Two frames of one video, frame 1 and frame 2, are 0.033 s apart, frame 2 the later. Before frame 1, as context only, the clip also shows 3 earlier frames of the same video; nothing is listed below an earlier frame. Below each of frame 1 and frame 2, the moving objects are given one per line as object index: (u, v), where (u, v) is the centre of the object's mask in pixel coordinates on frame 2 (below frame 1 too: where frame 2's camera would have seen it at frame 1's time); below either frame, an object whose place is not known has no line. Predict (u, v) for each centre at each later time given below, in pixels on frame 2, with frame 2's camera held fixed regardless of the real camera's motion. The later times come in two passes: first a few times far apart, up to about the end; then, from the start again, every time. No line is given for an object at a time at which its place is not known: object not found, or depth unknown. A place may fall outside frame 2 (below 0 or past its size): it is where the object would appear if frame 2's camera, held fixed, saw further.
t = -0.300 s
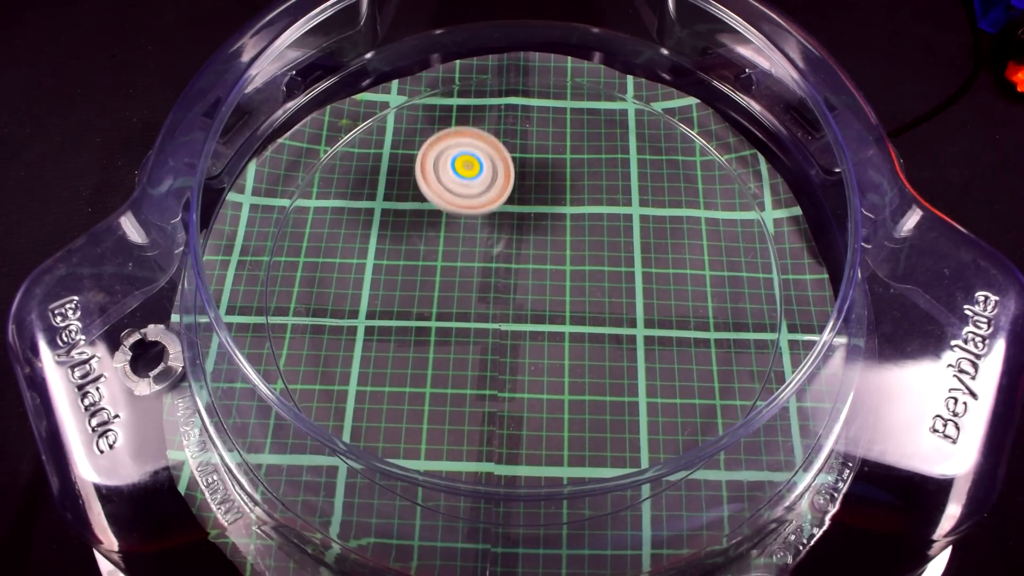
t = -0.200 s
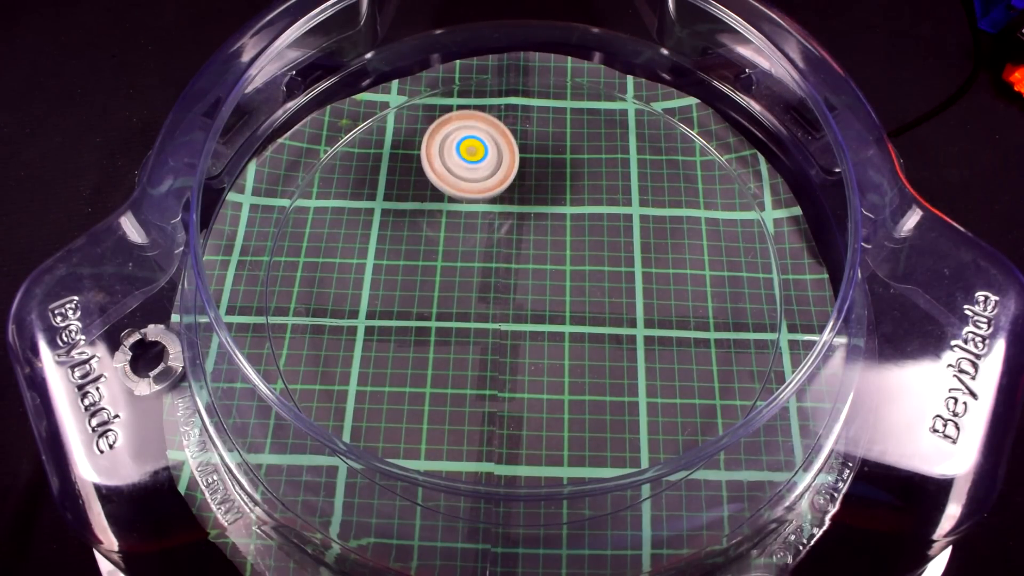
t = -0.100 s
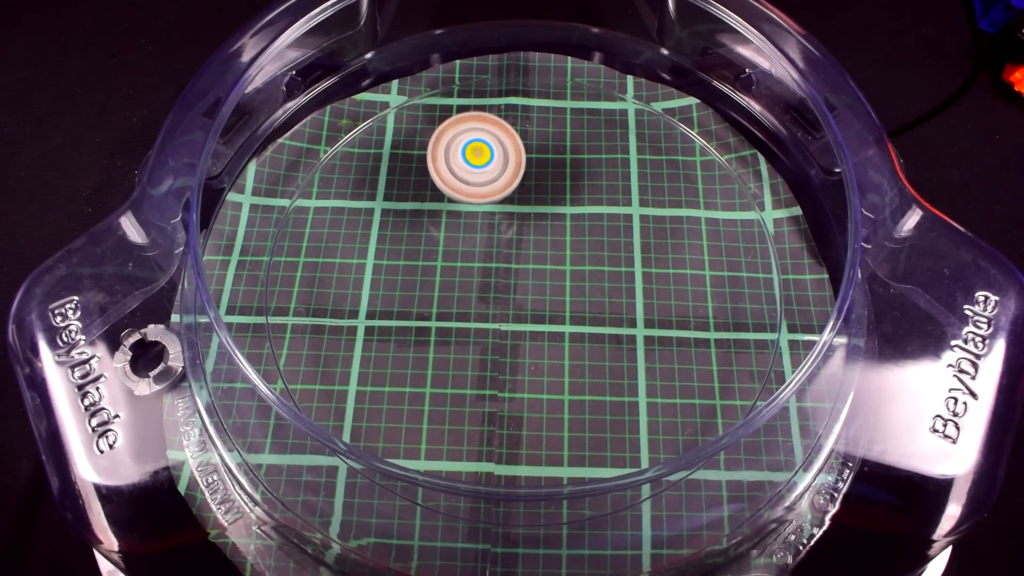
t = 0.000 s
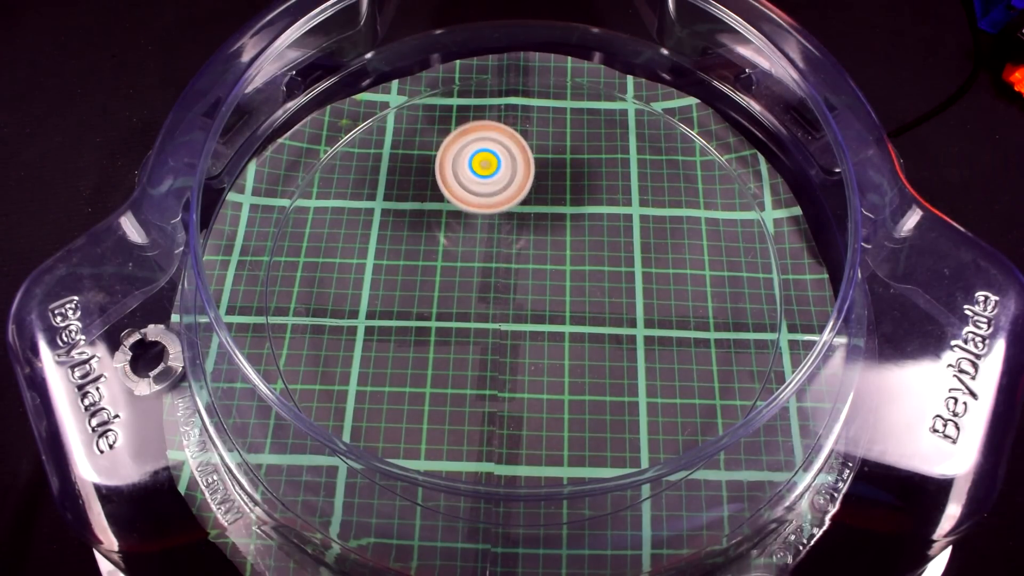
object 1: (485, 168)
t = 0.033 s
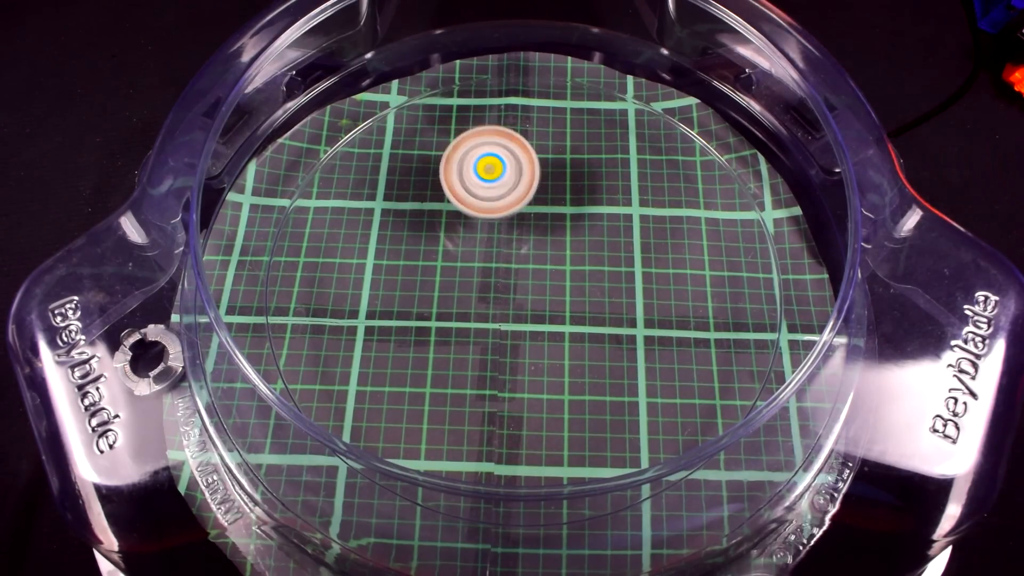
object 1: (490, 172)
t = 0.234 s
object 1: (555, 218)
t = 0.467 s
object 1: (642, 270)
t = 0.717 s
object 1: (638, 284)
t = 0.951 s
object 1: (564, 297)
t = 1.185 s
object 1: (453, 314)
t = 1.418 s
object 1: (430, 306)
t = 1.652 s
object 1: (463, 272)
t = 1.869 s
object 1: (514, 210)
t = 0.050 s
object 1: (493, 175)
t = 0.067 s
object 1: (497, 178)
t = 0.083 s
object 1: (501, 181)
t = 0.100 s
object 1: (506, 184)
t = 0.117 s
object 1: (510, 188)
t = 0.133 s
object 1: (516, 192)
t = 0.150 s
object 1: (521, 197)
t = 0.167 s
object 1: (527, 201)
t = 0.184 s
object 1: (534, 205)
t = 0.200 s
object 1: (541, 209)
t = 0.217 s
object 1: (548, 214)
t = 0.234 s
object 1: (555, 218)
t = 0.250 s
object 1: (562, 223)
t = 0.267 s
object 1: (569, 228)
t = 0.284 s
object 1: (576, 232)
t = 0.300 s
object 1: (582, 236)
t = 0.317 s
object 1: (590, 240)
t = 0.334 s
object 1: (597, 244)
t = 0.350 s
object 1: (604, 248)
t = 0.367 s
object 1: (610, 252)
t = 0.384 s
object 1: (617, 256)
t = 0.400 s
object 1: (623, 259)
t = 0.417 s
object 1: (628, 262)
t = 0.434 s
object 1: (633, 265)
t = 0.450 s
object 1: (638, 268)
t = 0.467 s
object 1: (642, 270)
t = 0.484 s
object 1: (645, 273)
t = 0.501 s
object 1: (647, 275)
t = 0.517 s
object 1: (649, 277)
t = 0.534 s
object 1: (651, 279)
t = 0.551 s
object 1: (651, 280)
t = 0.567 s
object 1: (651, 281)
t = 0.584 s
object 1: (651, 282)
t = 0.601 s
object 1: (650, 282)
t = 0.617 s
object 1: (649, 283)
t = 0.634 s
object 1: (648, 283)
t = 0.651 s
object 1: (646, 284)
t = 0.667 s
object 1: (644, 284)
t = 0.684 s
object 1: (643, 284)
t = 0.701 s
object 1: (640, 284)
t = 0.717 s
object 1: (638, 284)
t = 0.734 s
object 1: (636, 284)
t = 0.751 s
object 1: (633, 284)
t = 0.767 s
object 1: (631, 285)
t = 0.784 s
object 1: (627, 285)
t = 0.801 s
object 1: (624, 286)
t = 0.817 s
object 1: (618, 287)
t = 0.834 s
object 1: (613, 288)
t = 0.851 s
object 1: (607, 289)
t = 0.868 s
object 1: (601, 290)
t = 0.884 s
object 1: (594, 291)
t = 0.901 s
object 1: (587, 293)
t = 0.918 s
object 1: (580, 294)
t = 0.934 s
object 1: (572, 295)
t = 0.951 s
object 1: (564, 297)
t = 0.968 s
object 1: (556, 299)
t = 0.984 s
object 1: (547, 301)
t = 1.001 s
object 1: (538, 302)
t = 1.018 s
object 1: (529, 304)
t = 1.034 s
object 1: (520, 305)
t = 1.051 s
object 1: (511, 307)
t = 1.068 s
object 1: (503, 308)
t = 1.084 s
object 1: (495, 309)
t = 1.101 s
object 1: (487, 310)
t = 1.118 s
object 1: (479, 311)
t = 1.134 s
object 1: (473, 312)
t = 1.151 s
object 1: (466, 313)
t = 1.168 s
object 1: (459, 314)
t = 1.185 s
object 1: (453, 314)
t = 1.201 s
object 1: (448, 315)
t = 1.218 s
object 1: (443, 315)
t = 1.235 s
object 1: (438, 315)
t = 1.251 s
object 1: (434, 315)
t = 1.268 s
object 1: (431, 314)
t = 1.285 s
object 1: (429, 313)
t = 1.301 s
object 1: (427, 313)
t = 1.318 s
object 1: (426, 312)
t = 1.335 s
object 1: (425, 311)
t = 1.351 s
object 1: (426, 310)
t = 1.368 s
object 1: (426, 309)
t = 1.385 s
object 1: (427, 308)
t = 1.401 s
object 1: (428, 307)
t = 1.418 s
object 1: (430, 306)
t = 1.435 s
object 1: (431, 305)
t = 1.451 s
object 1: (433, 304)
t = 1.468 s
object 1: (435, 303)
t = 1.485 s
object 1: (437, 302)
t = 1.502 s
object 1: (438, 300)
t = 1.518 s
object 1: (440, 298)
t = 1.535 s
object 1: (443, 296)
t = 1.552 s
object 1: (445, 294)
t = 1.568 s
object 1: (447, 291)
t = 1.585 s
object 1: (450, 288)
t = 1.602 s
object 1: (453, 284)
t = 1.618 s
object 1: (457, 280)
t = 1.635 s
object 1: (460, 276)
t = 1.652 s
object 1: (463, 272)
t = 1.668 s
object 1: (467, 267)
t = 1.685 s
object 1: (471, 263)
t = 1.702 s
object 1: (475, 258)
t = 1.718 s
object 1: (479, 253)
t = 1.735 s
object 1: (483, 248)
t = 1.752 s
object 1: (486, 243)
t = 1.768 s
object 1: (491, 237)
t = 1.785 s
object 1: (494, 232)
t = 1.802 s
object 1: (498, 228)
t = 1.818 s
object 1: (502, 223)
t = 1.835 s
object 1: (506, 218)
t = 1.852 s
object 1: (510, 214)
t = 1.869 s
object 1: (514, 210)
